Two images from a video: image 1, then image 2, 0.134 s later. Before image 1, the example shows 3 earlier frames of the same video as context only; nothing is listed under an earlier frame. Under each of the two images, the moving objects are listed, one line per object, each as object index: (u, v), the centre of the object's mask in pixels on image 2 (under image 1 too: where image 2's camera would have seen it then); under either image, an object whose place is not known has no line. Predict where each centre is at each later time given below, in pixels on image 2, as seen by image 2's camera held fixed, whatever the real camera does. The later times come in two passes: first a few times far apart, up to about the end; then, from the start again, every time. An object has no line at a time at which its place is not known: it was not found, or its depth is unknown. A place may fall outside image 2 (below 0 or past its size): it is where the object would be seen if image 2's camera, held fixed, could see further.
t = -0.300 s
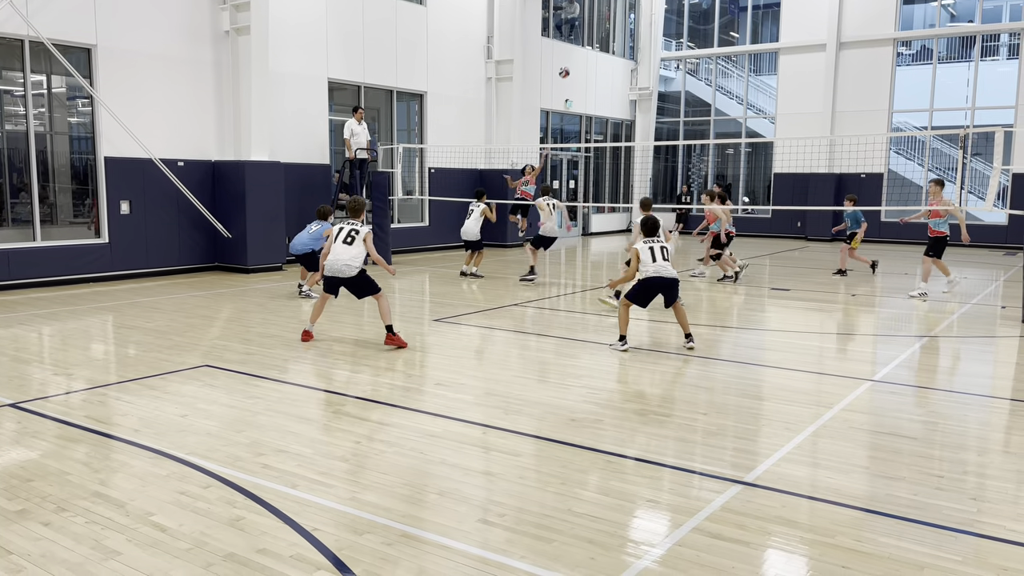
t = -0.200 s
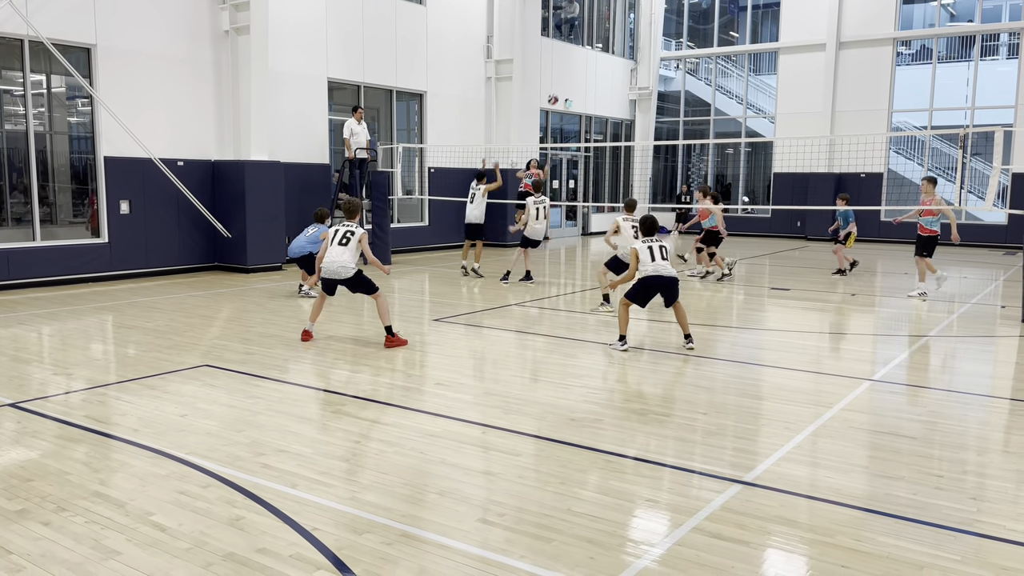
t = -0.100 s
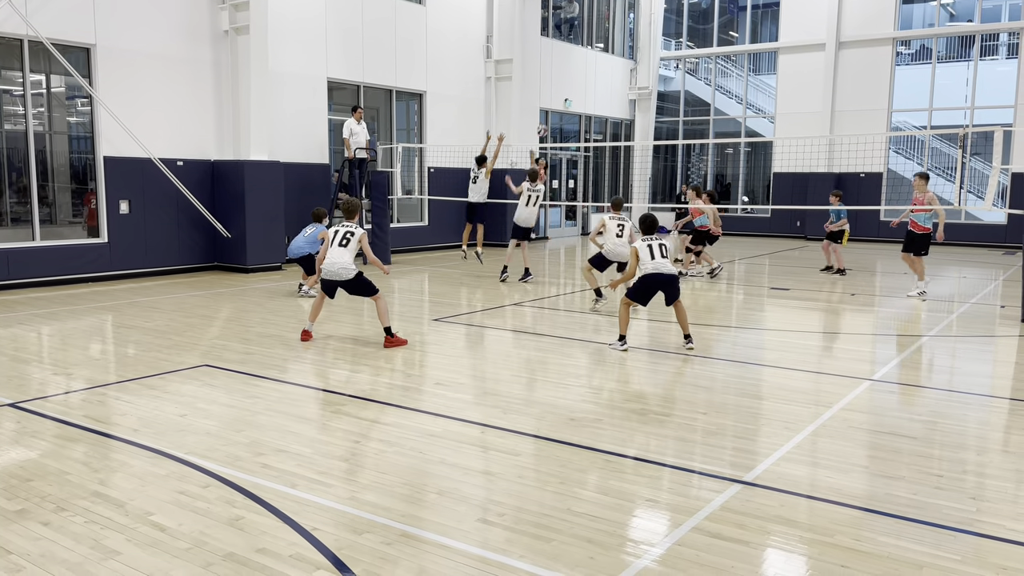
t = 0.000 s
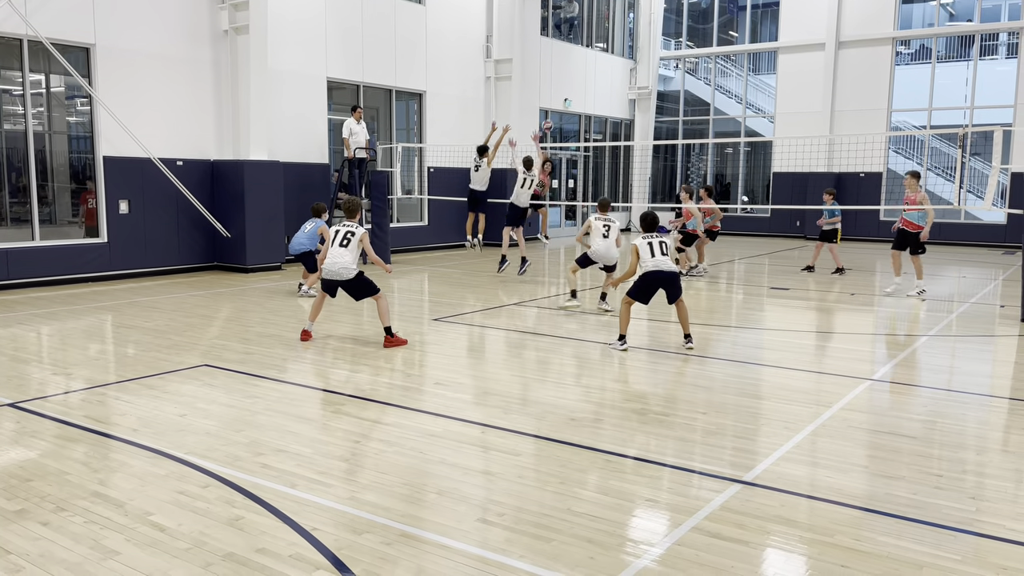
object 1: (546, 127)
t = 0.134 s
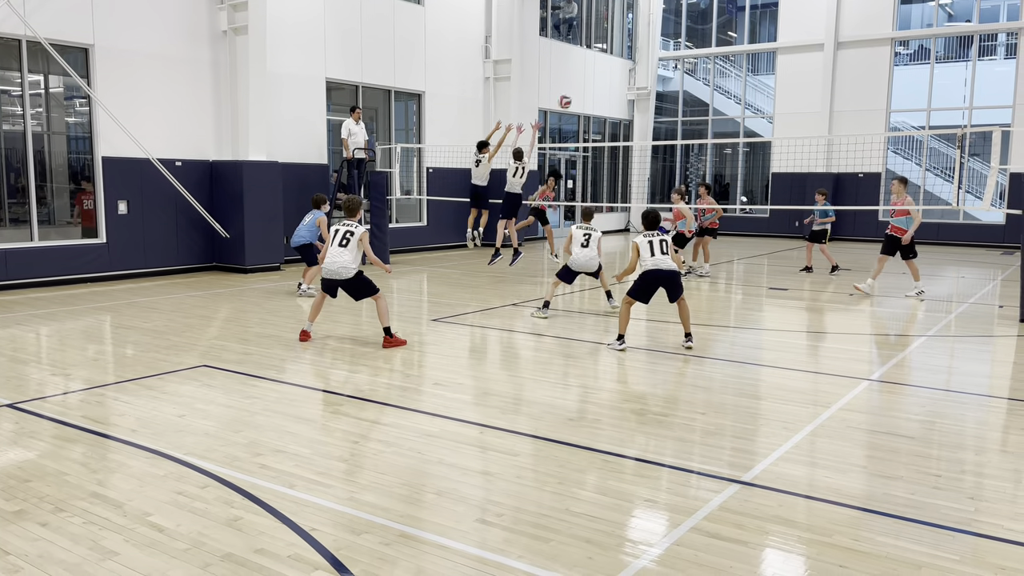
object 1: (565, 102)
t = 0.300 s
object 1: (596, 78)
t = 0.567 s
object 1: (705, 69)
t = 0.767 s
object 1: (953, 171)
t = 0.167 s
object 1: (569, 97)
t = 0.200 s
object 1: (575, 91)
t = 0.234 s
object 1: (581, 86)
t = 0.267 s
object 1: (588, 82)
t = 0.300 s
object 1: (596, 78)
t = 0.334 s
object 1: (604, 74)
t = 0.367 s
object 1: (614, 71)
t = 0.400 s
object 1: (625, 68)
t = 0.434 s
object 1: (636, 66)
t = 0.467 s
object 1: (649, 65)
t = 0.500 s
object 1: (667, 64)
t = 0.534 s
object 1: (684, 65)
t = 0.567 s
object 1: (705, 69)
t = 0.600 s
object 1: (730, 73)
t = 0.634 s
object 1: (759, 82)
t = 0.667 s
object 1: (793, 94)
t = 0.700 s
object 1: (834, 112)
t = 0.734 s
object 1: (886, 135)
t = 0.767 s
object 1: (953, 171)
